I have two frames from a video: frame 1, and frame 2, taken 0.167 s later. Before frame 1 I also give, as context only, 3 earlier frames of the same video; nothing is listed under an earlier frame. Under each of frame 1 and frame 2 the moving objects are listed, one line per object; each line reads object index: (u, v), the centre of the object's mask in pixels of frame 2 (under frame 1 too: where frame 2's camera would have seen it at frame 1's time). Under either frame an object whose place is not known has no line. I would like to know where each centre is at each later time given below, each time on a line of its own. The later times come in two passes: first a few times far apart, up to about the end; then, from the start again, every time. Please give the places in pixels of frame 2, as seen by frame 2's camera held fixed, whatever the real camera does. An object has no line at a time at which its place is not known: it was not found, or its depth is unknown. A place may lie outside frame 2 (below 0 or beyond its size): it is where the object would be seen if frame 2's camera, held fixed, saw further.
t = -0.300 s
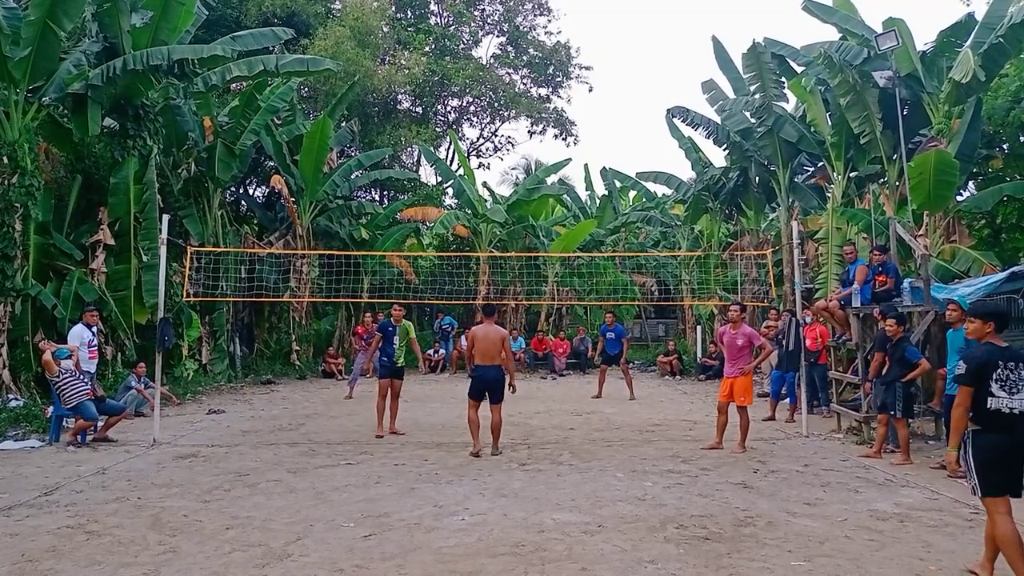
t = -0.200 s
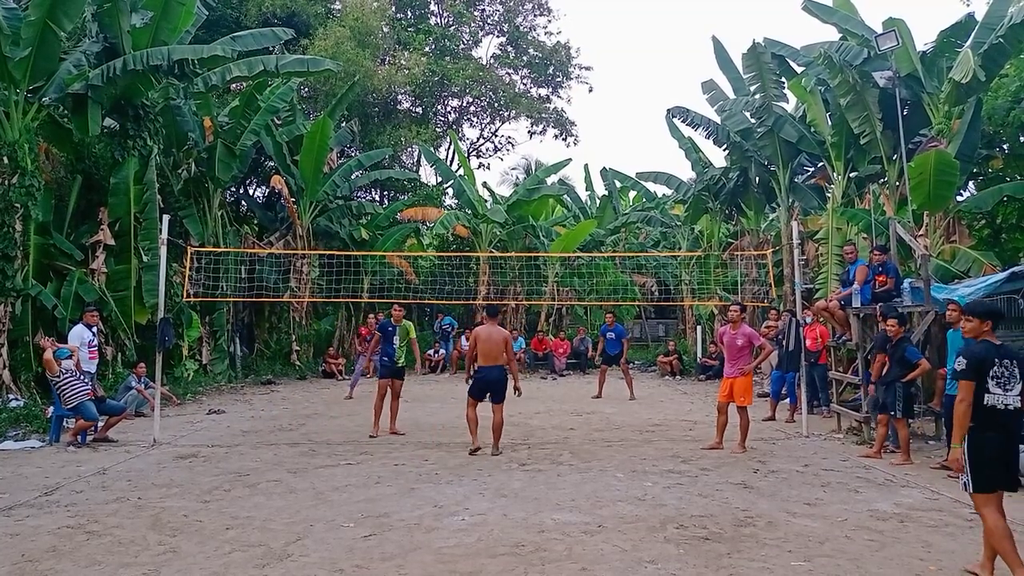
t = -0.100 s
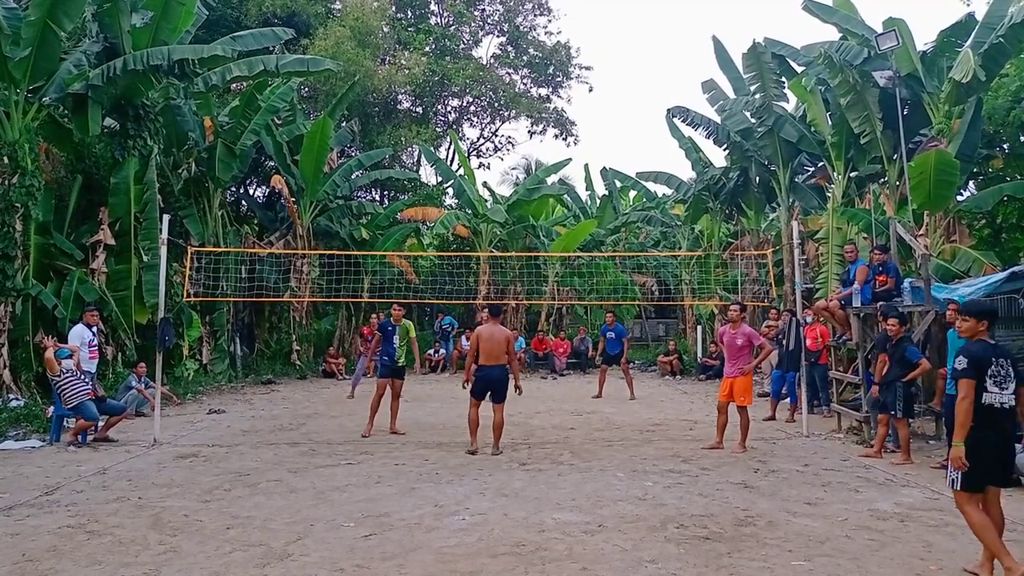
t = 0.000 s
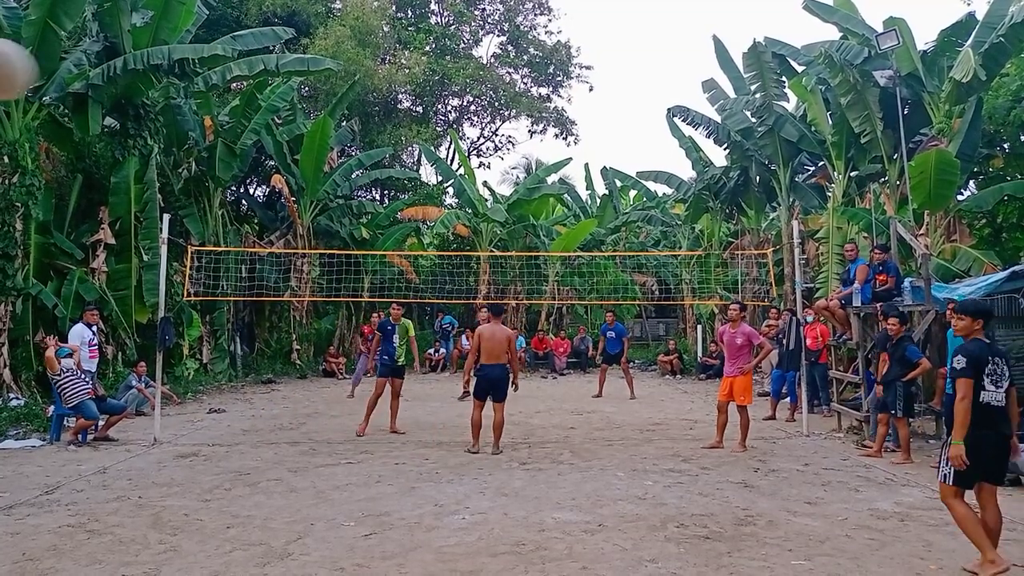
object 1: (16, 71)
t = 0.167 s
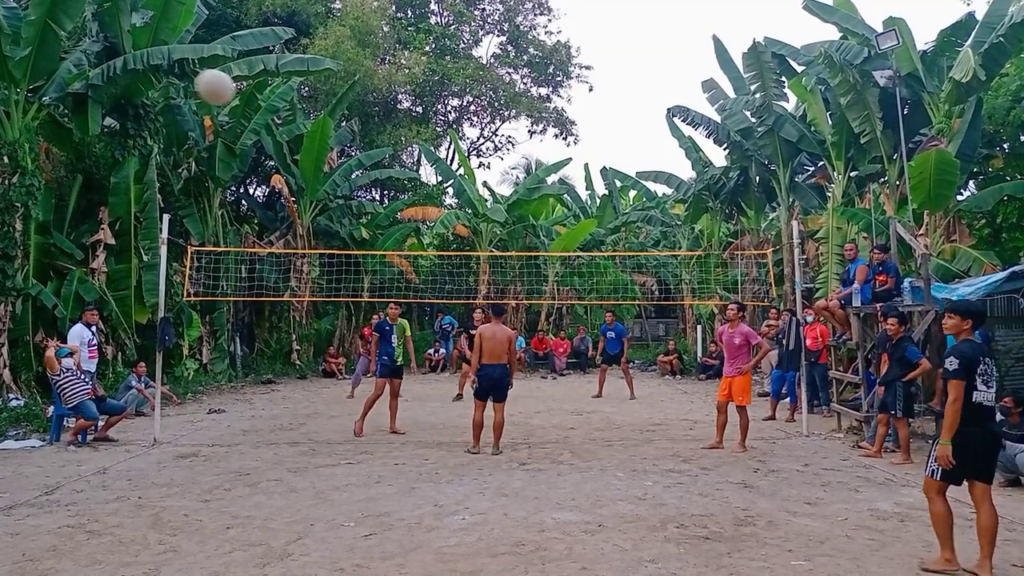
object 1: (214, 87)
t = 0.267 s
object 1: (274, 110)
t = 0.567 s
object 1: (355, 198)
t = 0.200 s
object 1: (238, 94)
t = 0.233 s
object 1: (257, 102)
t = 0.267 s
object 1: (274, 110)
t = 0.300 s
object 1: (288, 119)
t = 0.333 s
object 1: (301, 129)
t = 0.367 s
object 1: (312, 138)
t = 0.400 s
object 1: (321, 148)
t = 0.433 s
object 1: (329, 158)
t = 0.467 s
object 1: (337, 168)
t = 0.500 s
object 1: (344, 178)
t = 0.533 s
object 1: (350, 188)
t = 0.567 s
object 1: (355, 198)
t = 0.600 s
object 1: (361, 209)
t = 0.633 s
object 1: (366, 219)
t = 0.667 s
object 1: (370, 229)
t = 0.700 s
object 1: (374, 238)
